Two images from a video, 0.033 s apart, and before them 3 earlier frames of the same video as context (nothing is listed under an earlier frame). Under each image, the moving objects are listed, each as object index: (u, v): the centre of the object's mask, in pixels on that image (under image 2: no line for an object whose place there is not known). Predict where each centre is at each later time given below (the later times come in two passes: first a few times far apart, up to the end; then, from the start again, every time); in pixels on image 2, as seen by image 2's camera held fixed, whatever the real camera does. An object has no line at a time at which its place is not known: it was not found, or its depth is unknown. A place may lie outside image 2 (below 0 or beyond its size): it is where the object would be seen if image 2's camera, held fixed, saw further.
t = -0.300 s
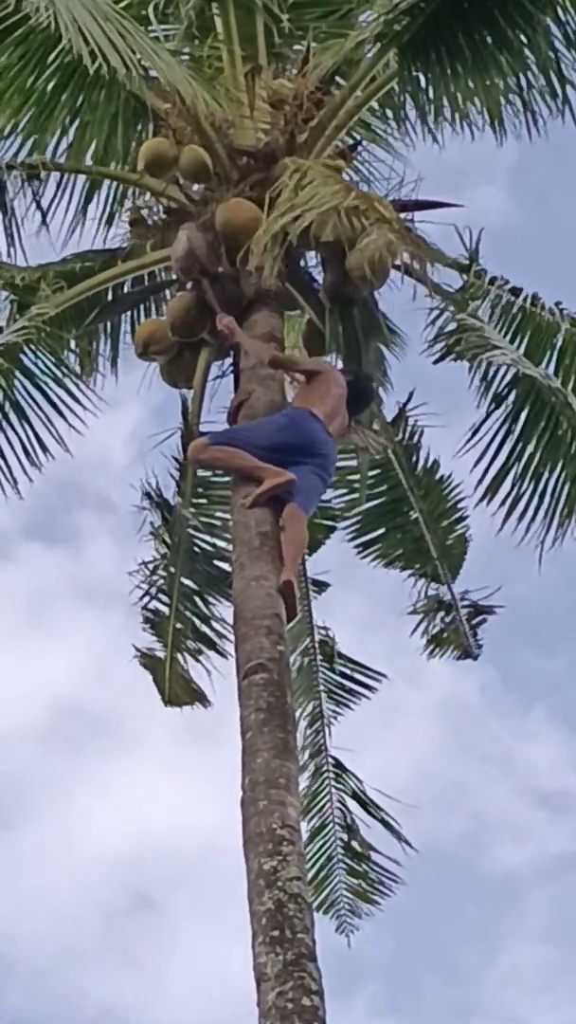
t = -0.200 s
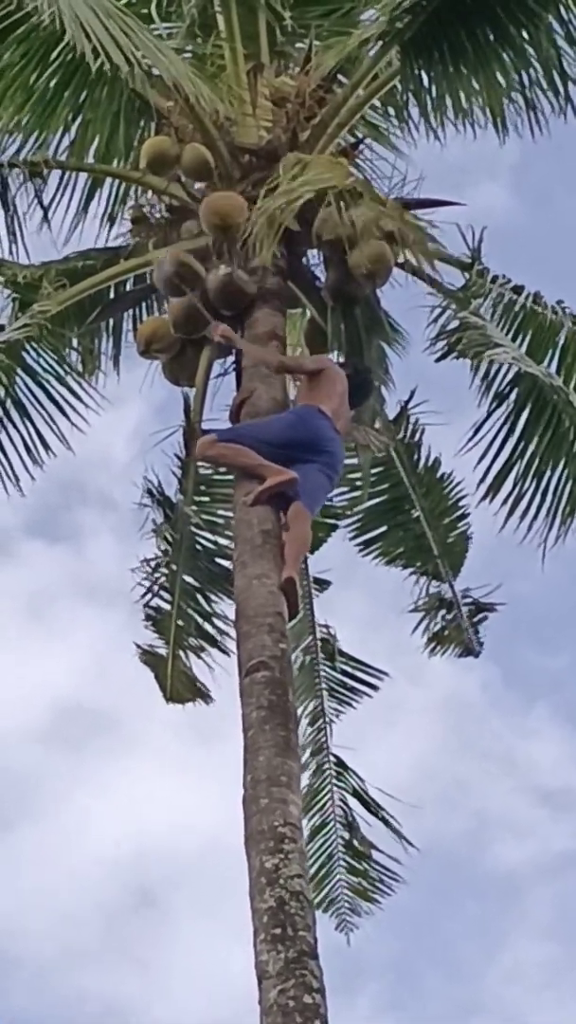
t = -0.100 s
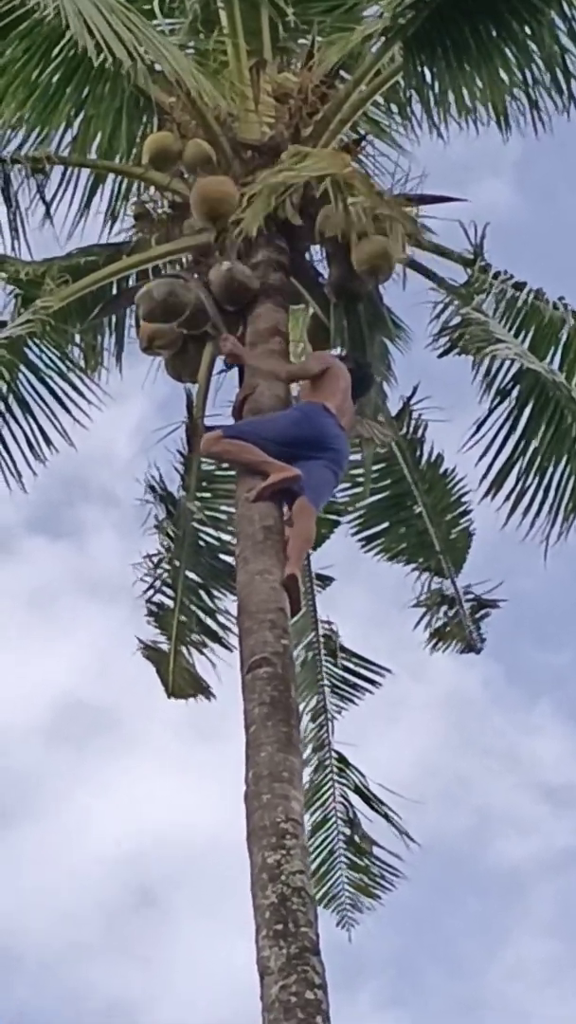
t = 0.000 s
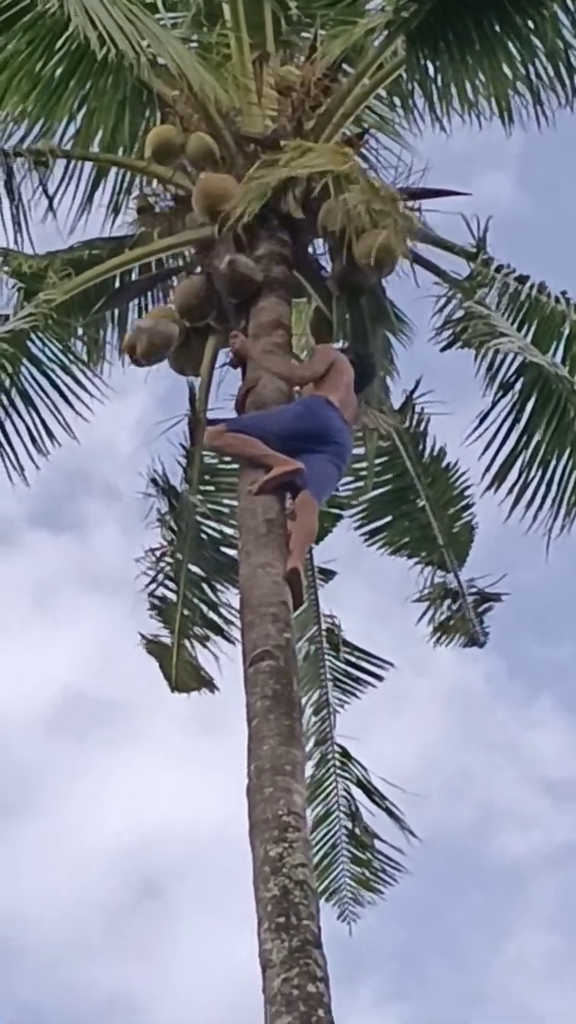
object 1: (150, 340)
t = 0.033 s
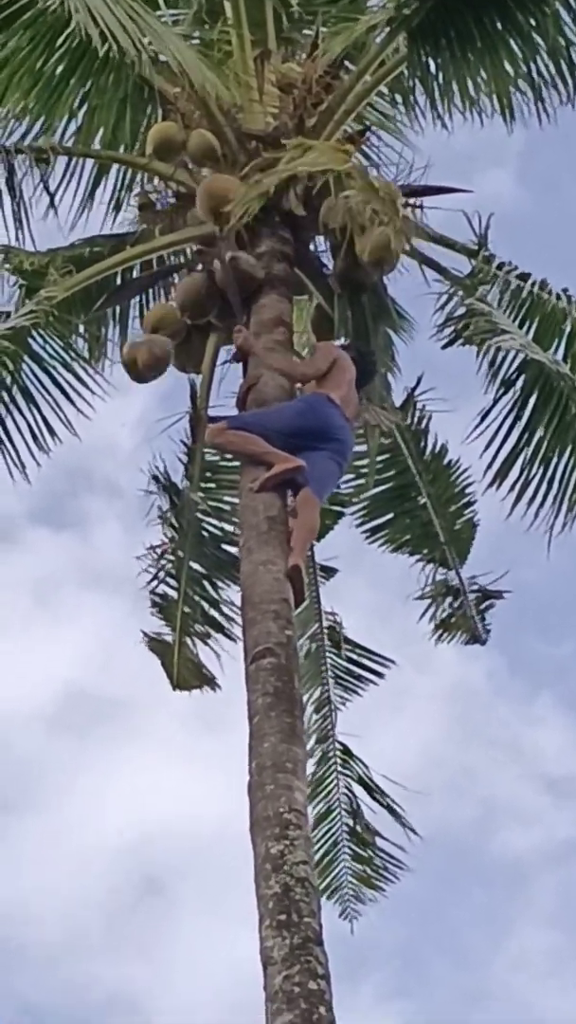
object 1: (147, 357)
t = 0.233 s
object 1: (115, 503)
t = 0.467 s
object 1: (59, 782)
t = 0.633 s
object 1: (2, 1113)
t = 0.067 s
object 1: (142, 377)
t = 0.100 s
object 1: (137, 398)
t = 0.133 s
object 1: (132, 422)
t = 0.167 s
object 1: (126, 447)
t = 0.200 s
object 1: (121, 474)
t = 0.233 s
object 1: (115, 503)
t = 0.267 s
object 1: (109, 535)
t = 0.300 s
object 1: (101, 569)
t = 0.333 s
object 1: (93, 606)
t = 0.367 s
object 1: (85, 646)
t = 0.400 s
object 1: (76, 688)
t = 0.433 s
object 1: (68, 733)
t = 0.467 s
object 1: (59, 782)
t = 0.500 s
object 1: (50, 837)
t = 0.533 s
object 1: (40, 896)
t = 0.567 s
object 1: (28, 961)
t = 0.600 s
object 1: (16, 1033)
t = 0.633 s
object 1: (2, 1113)
